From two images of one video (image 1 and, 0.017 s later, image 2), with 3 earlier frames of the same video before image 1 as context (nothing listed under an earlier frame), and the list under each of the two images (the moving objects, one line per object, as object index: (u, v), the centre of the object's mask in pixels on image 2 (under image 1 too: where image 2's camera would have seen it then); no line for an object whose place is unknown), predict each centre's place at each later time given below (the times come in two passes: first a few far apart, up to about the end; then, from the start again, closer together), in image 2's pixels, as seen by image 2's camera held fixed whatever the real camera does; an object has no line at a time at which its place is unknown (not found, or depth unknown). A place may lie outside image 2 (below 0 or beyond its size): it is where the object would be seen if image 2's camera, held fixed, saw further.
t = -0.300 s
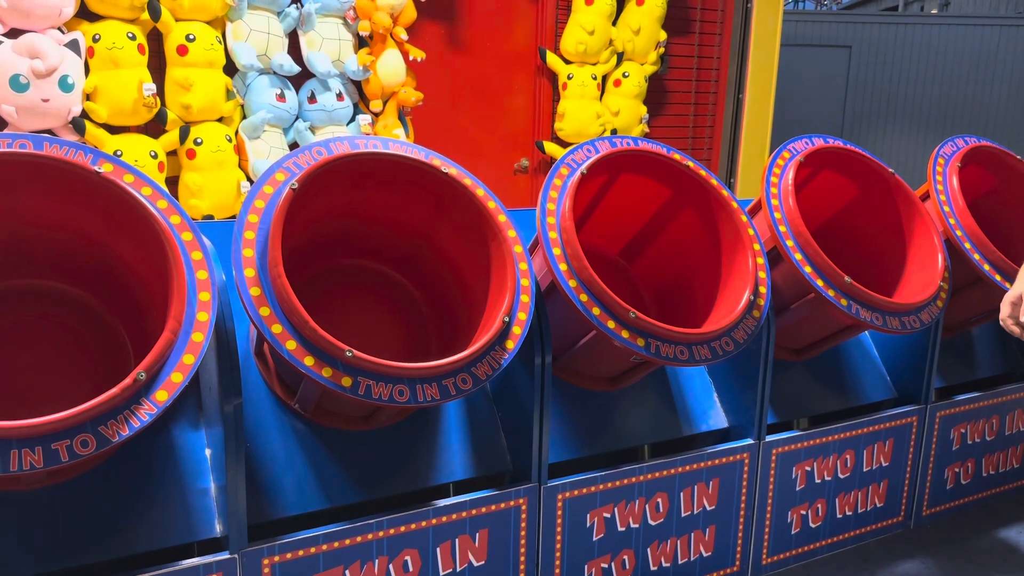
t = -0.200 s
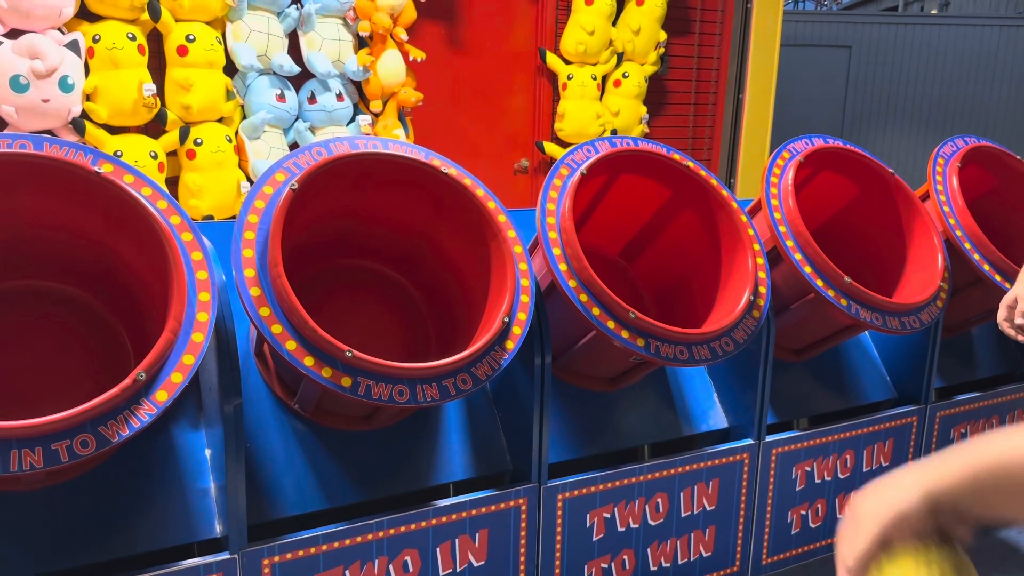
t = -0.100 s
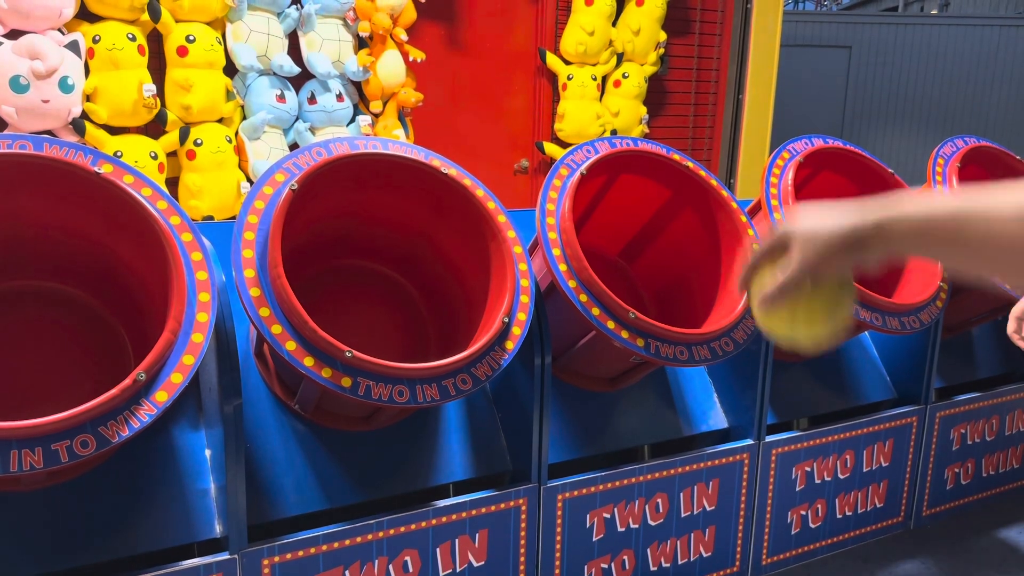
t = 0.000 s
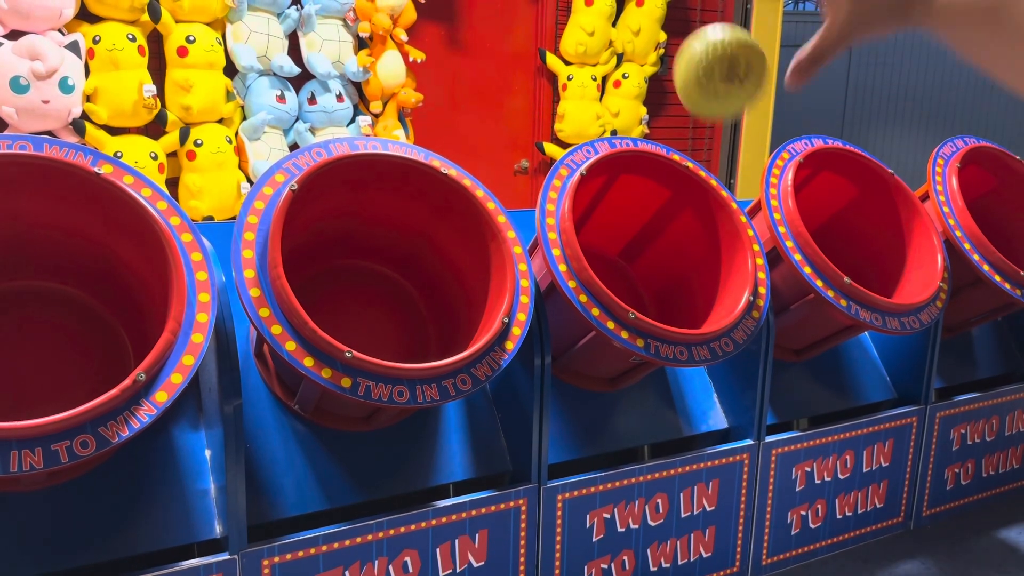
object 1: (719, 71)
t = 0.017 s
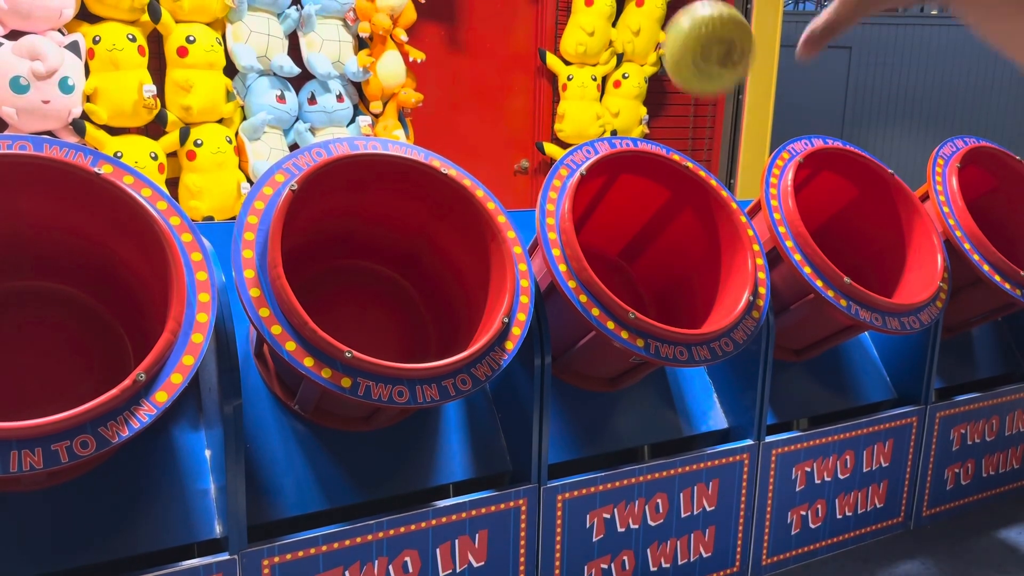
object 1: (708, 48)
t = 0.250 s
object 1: (557, 13)
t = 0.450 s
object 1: (474, 211)
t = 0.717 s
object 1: (357, 342)
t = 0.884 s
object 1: (384, 304)
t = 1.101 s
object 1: (445, 435)
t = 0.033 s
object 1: (697, 34)
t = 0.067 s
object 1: (671, 16)
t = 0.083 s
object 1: (661, 11)
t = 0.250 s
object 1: (557, 13)
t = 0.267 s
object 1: (549, 18)
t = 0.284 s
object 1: (541, 25)
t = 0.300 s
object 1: (534, 34)
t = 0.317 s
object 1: (527, 50)
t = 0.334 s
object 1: (519, 68)
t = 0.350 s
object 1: (512, 85)
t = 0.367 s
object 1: (506, 104)
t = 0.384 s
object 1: (499, 124)
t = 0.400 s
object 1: (493, 144)
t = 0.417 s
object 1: (488, 164)
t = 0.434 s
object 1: (480, 188)
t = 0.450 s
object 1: (474, 211)
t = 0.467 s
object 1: (469, 234)
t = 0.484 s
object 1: (464, 257)
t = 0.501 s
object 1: (459, 281)
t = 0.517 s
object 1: (454, 305)
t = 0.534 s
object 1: (449, 329)
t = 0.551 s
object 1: (438, 341)
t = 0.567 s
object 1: (422, 344)
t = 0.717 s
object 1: (357, 342)
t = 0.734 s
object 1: (356, 341)
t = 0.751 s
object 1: (356, 337)
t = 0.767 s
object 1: (358, 332)
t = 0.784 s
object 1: (360, 327)
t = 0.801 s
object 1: (363, 320)
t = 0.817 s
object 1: (367, 315)
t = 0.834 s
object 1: (371, 310)
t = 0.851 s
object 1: (376, 307)
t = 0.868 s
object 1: (380, 305)
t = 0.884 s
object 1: (384, 304)
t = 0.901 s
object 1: (388, 305)
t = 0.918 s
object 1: (393, 307)
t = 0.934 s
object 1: (397, 310)
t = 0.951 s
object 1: (402, 316)
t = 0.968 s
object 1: (406, 322)
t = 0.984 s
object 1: (411, 331)
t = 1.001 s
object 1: (415, 339)
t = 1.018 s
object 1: (420, 352)
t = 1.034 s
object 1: (425, 364)
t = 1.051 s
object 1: (430, 380)
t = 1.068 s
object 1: (435, 396)
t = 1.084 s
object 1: (440, 415)
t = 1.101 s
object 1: (445, 435)
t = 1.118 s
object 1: (451, 458)
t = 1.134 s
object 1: (455, 480)
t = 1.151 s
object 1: (461, 506)
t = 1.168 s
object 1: (466, 535)
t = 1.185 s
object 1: (471, 554)
